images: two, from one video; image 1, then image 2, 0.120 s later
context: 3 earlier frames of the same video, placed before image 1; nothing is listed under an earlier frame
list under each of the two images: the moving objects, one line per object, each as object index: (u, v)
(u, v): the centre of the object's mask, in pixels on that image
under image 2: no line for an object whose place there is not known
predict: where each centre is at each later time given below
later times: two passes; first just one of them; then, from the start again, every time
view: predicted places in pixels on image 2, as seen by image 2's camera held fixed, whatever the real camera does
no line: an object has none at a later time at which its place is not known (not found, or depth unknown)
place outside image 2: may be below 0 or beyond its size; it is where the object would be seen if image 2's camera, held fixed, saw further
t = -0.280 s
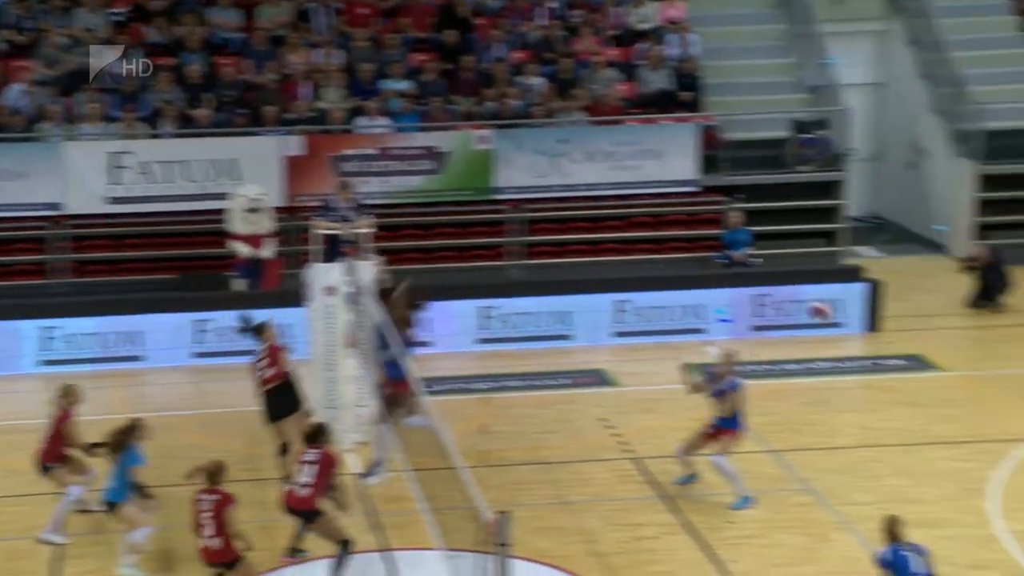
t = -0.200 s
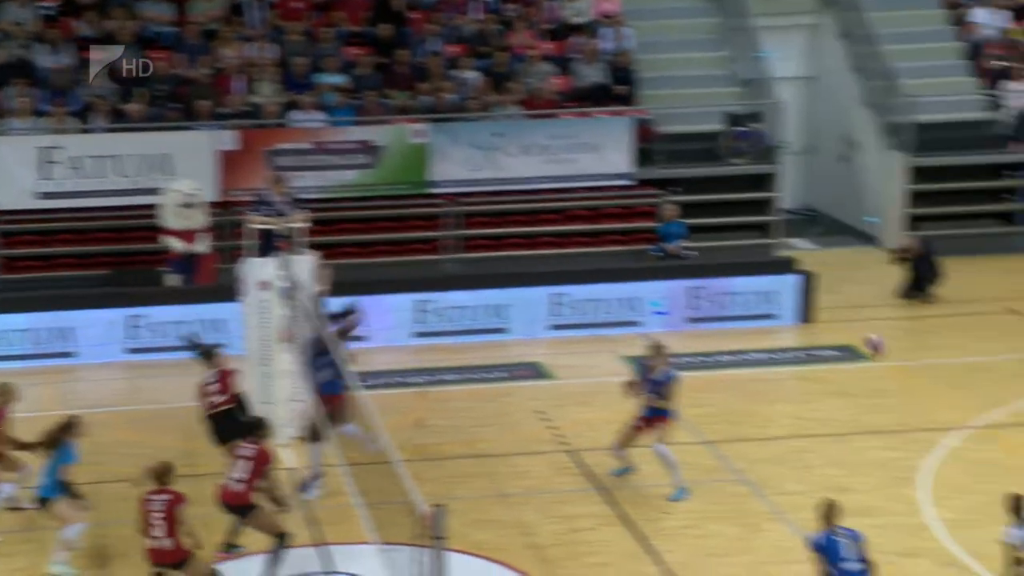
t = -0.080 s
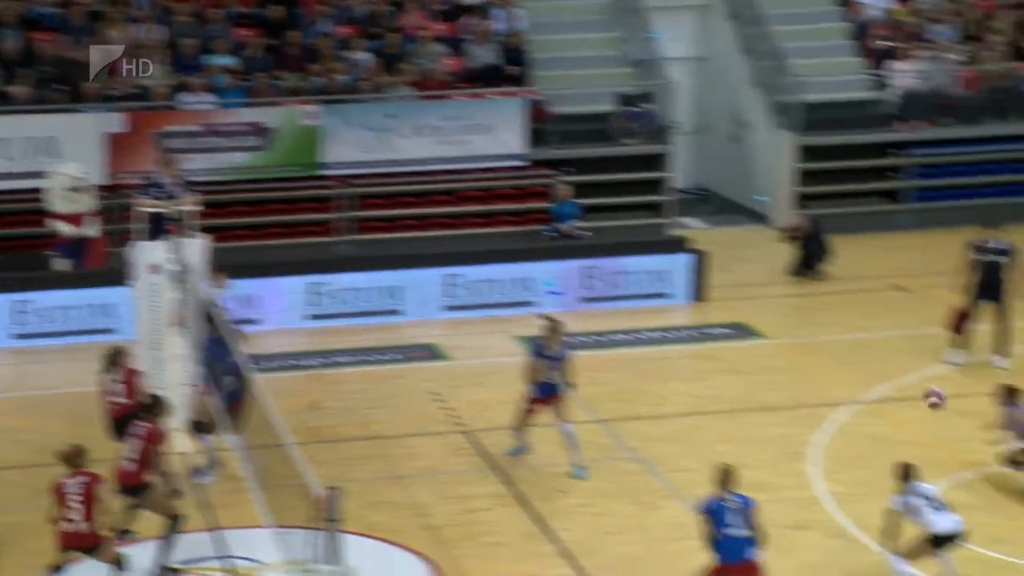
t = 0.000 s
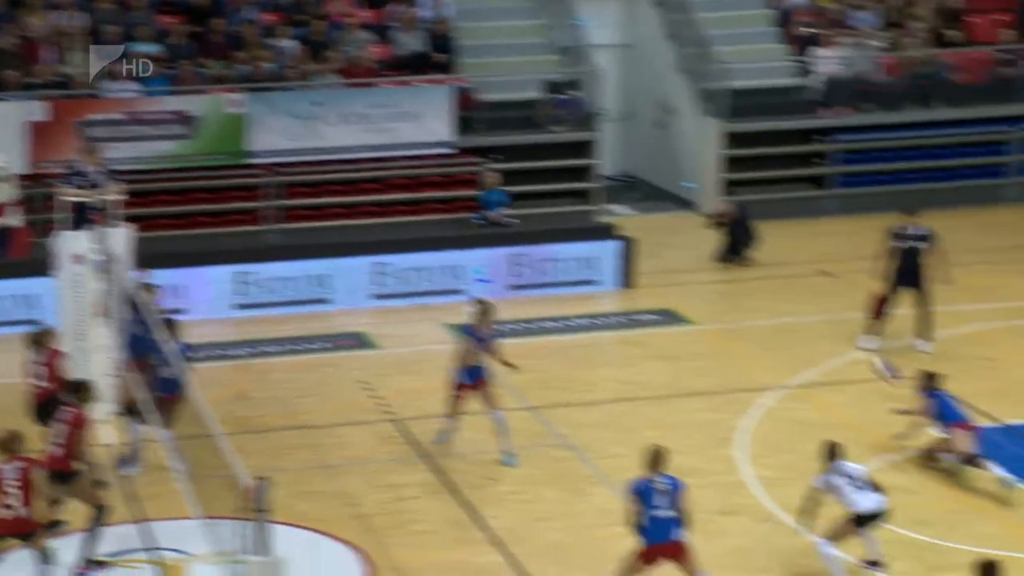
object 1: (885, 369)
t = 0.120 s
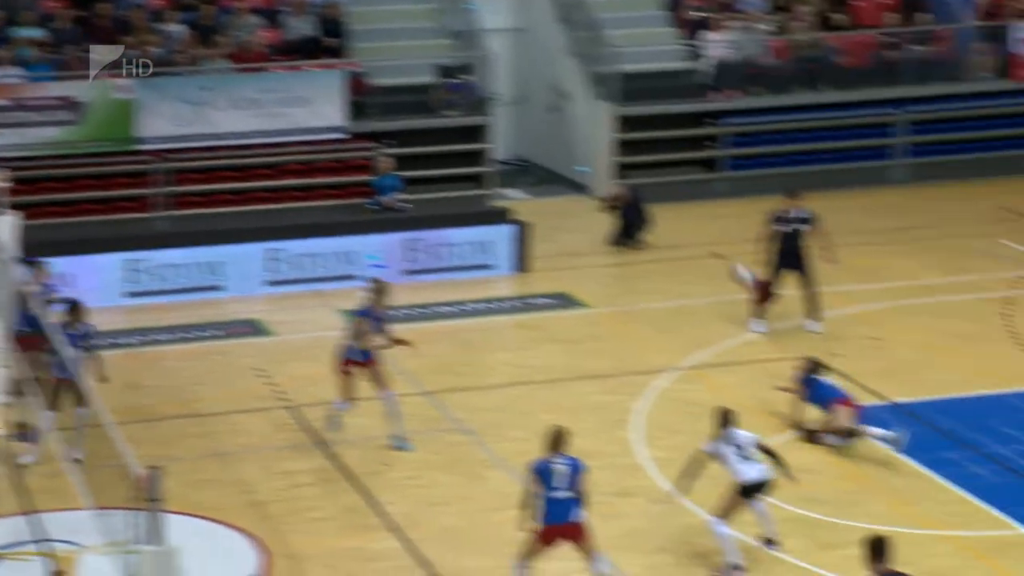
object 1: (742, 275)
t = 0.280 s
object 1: (701, 197)
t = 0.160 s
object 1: (731, 253)
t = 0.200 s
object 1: (722, 234)
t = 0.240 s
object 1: (712, 216)
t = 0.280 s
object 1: (701, 197)
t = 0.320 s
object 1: (690, 182)
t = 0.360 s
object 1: (676, 167)
